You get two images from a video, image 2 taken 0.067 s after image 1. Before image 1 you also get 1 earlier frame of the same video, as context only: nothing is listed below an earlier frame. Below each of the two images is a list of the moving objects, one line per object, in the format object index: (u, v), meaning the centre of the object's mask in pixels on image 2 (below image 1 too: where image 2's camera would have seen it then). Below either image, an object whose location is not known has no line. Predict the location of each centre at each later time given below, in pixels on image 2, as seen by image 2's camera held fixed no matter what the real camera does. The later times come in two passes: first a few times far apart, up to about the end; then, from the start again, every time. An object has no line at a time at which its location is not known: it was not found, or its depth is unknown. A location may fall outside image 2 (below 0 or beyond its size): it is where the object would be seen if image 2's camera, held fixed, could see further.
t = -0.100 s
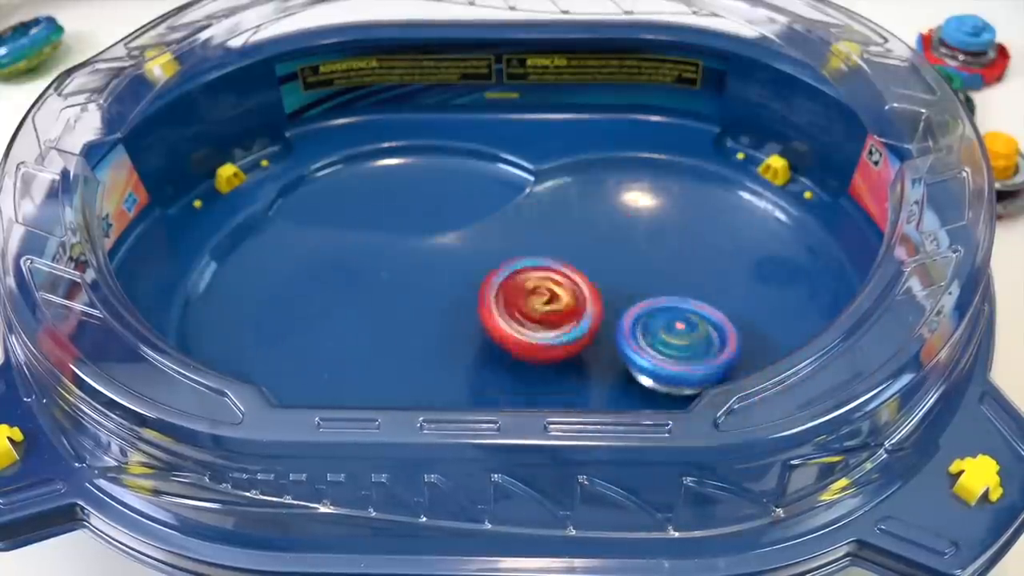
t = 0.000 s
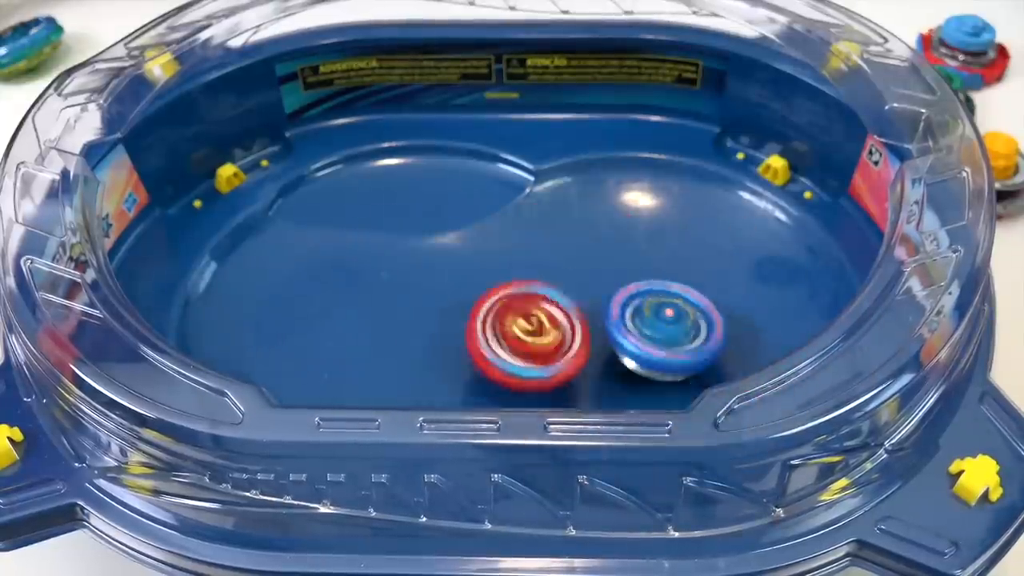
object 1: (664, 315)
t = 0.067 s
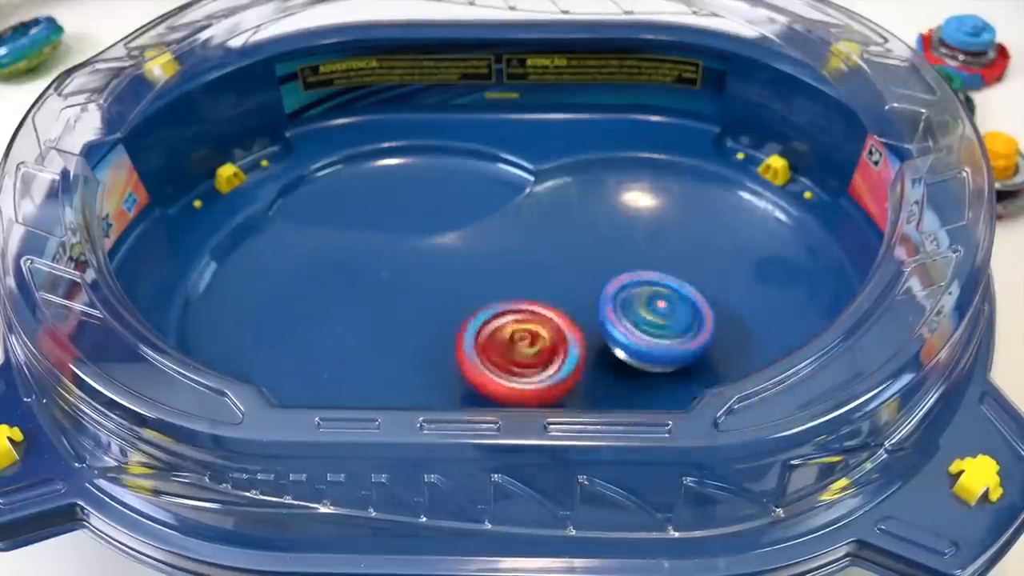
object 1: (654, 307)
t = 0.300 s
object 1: (640, 274)
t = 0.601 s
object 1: (656, 232)
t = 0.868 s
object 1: (666, 237)
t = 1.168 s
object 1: (669, 228)
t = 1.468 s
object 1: (642, 241)
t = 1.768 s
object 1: (602, 256)
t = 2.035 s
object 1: (573, 263)
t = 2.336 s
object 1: (554, 272)
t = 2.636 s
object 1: (537, 274)
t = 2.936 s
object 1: (542, 269)
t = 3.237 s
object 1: (558, 259)
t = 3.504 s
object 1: (557, 256)
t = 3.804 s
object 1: (548, 253)
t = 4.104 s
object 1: (531, 242)
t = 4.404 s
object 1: (518, 259)
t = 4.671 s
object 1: (498, 280)
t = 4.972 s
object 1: (504, 294)
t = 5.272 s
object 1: (511, 315)
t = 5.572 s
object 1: (528, 339)
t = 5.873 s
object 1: (550, 357)
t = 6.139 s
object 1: (589, 365)
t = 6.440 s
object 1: (605, 378)
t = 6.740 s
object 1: (607, 366)
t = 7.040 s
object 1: (605, 358)
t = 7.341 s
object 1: (577, 357)
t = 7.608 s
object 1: (589, 359)
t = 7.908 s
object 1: (584, 363)
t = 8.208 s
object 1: (544, 363)
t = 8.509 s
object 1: (520, 365)
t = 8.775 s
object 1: (546, 352)
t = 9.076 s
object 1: (555, 361)
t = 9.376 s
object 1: (544, 351)
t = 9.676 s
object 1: (555, 361)
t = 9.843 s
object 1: (553, 358)
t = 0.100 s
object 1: (650, 303)
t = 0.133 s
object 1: (647, 299)
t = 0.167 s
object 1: (645, 294)
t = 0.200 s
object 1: (643, 289)
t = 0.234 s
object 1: (641, 284)
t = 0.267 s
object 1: (641, 280)
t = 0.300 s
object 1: (640, 274)
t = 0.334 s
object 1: (638, 270)
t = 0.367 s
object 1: (637, 266)
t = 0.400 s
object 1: (637, 262)
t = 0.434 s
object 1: (637, 258)
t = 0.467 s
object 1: (638, 254)
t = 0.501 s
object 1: (639, 250)
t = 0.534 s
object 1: (643, 244)
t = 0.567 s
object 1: (651, 235)
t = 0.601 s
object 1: (656, 232)
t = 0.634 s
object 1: (658, 230)
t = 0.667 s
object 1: (658, 228)
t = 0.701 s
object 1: (659, 227)
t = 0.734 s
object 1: (660, 226)
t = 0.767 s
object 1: (660, 226)
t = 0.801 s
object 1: (661, 228)
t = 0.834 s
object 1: (664, 231)
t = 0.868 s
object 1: (666, 237)
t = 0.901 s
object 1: (668, 243)
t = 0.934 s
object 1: (668, 244)
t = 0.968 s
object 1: (669, 253)
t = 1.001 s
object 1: (666, 255)
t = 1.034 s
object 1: (670, 251)
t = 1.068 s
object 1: (675, 237)
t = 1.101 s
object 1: (678, 230)
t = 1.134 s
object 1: (674, 227)
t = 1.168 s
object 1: (669, 228)
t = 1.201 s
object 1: (661, 232)
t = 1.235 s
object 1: (657, 239)
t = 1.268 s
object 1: (654, 242)
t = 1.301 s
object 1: (649, 246)
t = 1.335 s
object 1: (646, 254)
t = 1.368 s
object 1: (644, 252)
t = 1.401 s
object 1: (644, 244)
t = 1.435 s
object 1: (646, 243)
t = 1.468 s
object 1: (642, 241)
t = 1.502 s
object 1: (635, 246)
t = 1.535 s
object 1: (628, 246)
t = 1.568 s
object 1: (624, 248)
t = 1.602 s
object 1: (622, 255)
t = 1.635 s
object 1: (617, 255)
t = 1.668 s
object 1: (612, 255)
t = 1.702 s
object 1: (611, 257)
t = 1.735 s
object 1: (606, 256)
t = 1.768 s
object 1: (602, 256)
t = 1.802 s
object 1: (596, 255)
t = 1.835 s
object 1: (590, 257)
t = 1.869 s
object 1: (587, 258)
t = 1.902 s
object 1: (585, 260)
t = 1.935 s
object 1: (581, 260)
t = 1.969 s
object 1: (578, 261)
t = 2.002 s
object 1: (575, 263)
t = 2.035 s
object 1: (573, 263)
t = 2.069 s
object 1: (568, 265)
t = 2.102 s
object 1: (562, 264)
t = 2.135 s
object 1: (559, 264)
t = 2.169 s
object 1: (557, 265)
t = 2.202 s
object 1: (556, 267)
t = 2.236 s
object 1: (554, 268)
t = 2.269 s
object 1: (555, 270)
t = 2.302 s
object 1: (557, 271)
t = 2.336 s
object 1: (554, 272)
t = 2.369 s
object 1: (552, 272)
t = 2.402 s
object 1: (550, 273)
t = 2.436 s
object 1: (549, 271)
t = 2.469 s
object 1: (549, 273)
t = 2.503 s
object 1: (550, 275)
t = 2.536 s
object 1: (547, 275)
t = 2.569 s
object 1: (541, 273)
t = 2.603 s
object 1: (537, 273)
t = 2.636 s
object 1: (537, 274)
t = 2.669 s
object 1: (538, 276)
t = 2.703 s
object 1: (538, 275)
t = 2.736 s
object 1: (539, 275)
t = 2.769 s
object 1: (543, 276)
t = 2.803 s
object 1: (547, 277)
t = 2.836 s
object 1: (547, 276)
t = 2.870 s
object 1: (545, 272)
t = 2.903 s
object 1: (544, 270)
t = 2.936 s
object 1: (542, 269)
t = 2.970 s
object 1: (542, 267)
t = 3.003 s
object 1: (542, 264)
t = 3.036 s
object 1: (542, 262)
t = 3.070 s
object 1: (545, 263)
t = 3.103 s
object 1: (548, 261)
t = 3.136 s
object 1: (550, 261)
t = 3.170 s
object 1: (552, 260)
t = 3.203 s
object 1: (557, 260)
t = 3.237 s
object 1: (558, 259)
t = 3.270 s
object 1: (559, 259)
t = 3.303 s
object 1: (563, 260)
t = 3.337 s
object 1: (567, 262)
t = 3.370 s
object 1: (569, 264)
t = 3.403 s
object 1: (572, 264)
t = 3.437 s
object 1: (563, 260)
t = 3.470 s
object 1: (559, 257)
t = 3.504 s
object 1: (557, 256)
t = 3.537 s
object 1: (554, 256)
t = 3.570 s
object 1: (550, 254)
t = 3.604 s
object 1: (551, 256)
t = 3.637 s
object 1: (548, 255)
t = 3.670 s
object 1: (548, 256)
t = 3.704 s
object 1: (550, 258)
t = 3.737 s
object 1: (552, 259)
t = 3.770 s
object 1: (552, 260)
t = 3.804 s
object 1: (548, 253)
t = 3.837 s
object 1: (543, 248)
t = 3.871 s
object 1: (542, 245)
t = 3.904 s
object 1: (539, 245)
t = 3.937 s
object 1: (535, 245)
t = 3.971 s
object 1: (535, 242)
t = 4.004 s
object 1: (531, 240)
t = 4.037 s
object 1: (531, 240)
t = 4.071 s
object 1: (532, 242)
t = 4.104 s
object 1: (531, 242)
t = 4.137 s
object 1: (536, 247)
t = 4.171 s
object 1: (536, 248)
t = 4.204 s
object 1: (538, 254)
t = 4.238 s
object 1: (541, 256)
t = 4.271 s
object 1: (542, 260)
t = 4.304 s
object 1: (542, 260)
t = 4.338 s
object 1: (527, 259)
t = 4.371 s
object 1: (521, 260)
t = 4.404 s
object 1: (518, 259)
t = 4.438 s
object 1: (516, 263)
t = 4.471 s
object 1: (515, 266)
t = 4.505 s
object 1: (509, 268)
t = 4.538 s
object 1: (509, 271)
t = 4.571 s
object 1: (506, 273)
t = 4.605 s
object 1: (502, 274)
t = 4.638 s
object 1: (502, 277)
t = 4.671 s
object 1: (498, 280)
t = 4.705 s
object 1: (499, 282)
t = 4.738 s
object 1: (497, 284)
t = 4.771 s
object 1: (498, 286)
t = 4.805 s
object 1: (500, 287)
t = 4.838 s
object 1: (502, 290)
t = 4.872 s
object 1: (504, 292)
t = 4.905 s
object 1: (506, 295)
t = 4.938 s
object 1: (508, 297)
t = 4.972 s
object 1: (504, 294)
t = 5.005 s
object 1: (502, 296)
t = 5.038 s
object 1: (502, 297)
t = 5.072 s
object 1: (500, 299)
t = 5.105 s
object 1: (501, 301)
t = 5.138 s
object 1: (501, 303)
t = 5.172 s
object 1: (502, 304)
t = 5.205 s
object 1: (505, 308)
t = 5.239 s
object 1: (505, 310)
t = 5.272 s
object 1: (511, 315)
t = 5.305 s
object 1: (511, 316)
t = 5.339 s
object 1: (514, 320)
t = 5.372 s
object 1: (515, 323)
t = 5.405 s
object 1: (520, 328)
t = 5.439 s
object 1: (521, 327)
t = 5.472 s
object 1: (527, 333)
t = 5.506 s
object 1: (524, 331)
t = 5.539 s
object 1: (524, 334)
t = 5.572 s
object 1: (528, 339)
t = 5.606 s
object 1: (525, 340)
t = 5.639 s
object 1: (526, 342)
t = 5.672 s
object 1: (526, 346)
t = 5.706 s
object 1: (530, 351)
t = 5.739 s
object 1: (530, 349)
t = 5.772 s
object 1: (535, 355)
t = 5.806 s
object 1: (540, 354)
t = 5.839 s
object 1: (544, 356)
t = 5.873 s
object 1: (550, 357)
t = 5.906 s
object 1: (552, 355)
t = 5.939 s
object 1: (559, 357)
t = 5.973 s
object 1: (562, 359)
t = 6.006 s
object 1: (570, 361)
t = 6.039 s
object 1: (573, 362)
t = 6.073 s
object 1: (579, 363)
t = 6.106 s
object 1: (583, 363)
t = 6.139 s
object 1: (589, 365)
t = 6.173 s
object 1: (593, 365)
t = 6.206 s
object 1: (597, 367)
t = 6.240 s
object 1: (602, 367)
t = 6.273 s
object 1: (603, 370)
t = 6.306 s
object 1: (602, 371)
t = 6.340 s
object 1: (599, 376)
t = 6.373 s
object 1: (599, 378)
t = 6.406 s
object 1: (601, 379)
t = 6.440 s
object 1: (605, 378)
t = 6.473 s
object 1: (605, 372)
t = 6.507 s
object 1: (607, 373)
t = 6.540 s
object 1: (606, 372)
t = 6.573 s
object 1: (609, 372)
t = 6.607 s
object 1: (606, 370)
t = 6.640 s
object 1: (610, 370)
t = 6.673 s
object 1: (608, 367)
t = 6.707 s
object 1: (612, 366)
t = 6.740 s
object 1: (607, 366)
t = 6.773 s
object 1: (604, 364)
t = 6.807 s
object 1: (596, 362)
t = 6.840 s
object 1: (597, 358)
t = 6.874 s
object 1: (594, 356)
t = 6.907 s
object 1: (590, 357)
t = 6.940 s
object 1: (591, 348)
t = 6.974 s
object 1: (598, 347)
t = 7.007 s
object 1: (603, 354)
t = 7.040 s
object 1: (605, 358)
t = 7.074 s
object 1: (603, 359)
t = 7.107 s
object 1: (603, 358)
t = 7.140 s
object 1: (599, 358)
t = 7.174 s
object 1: (594, 359)
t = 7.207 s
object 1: (593, 351)
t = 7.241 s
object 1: (594, 349)
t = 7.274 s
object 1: (589, 351)
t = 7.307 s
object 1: (582, 354)
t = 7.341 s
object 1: (577, 357)
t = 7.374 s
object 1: (575, 355)
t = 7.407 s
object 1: (578, 355)
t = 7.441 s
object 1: (579, 354)
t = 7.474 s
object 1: (579, 352)
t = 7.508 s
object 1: (588, 353)
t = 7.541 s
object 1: (592, 354)
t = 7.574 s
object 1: (597, 357)
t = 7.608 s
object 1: (589, 359)
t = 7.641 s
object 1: (585, 357)
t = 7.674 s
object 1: (583, 359)
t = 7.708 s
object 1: (585, 363)
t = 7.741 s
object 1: (588, 363)
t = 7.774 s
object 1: (590, 362)
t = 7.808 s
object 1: (596, 361)
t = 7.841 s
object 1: (594, 360)
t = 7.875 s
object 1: (588, 362)
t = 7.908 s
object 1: (584, 363)
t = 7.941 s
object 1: (581, 361)
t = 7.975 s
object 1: (581, 360)
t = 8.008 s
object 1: (581, 361)
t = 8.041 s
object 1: (579, 354)
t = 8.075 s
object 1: (578, 351)
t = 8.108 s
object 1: (582, 348)
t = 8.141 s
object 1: (566, 351)
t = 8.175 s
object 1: (556, 356)
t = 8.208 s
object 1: (544, 363)
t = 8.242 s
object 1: (537, 368)
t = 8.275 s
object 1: (528, 371)
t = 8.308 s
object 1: (520, 373)
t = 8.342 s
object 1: (522, 372)
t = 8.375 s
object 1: (517, 372)
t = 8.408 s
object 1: (519, 371)
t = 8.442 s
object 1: (520, 369)
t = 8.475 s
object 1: (522, 367)
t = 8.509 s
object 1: (520, 365)
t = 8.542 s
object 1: (524, 363)
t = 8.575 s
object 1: (525, 359)
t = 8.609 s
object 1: (532, 356)
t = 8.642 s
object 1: (537, 354)
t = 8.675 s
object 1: (539, 353)
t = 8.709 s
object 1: (542, 351)
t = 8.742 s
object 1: (545, 351)
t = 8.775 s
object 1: (546, 352)
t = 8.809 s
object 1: (546, 353)
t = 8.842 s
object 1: (548, 354)
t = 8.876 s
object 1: (549, 355)
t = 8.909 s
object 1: (550, 356)
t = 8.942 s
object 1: (552, 358)
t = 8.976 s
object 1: (554, 360)
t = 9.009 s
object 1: (555, 361)
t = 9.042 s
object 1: (555, 361)
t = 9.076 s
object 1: (555, 361)
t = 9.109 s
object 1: (554, 360)
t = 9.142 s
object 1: (553, 359)
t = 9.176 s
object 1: (552, 358)
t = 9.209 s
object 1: (550, 356)
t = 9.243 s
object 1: (549, 355)
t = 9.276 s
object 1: (548, 355)
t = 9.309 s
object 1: (546, 352)
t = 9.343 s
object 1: (544, 351)
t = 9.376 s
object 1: (544, 351)
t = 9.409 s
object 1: (545, 352)
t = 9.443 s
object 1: (544, 351)
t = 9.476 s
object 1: (546, 353)
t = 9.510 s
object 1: (548, 353)
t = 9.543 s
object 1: (549, 355)
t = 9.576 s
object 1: (551, 355)
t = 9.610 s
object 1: (551, 357)
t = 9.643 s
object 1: (554, 359)
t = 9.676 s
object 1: (555, 361)
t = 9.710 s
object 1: (556, 362)
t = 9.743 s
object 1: (554, 360)
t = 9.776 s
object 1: (556, 362)
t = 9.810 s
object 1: (554, 359)
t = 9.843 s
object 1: (553, 358)
